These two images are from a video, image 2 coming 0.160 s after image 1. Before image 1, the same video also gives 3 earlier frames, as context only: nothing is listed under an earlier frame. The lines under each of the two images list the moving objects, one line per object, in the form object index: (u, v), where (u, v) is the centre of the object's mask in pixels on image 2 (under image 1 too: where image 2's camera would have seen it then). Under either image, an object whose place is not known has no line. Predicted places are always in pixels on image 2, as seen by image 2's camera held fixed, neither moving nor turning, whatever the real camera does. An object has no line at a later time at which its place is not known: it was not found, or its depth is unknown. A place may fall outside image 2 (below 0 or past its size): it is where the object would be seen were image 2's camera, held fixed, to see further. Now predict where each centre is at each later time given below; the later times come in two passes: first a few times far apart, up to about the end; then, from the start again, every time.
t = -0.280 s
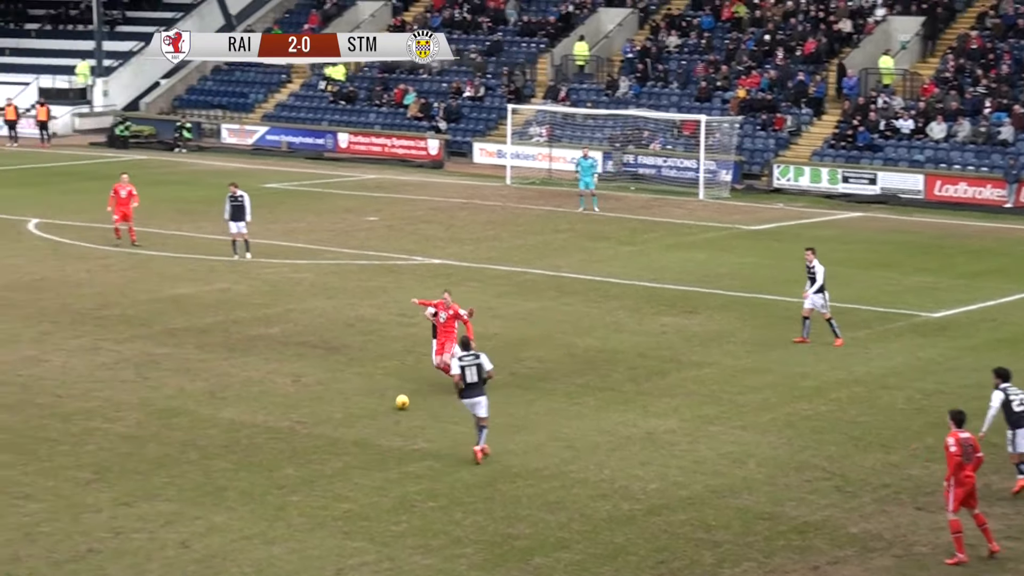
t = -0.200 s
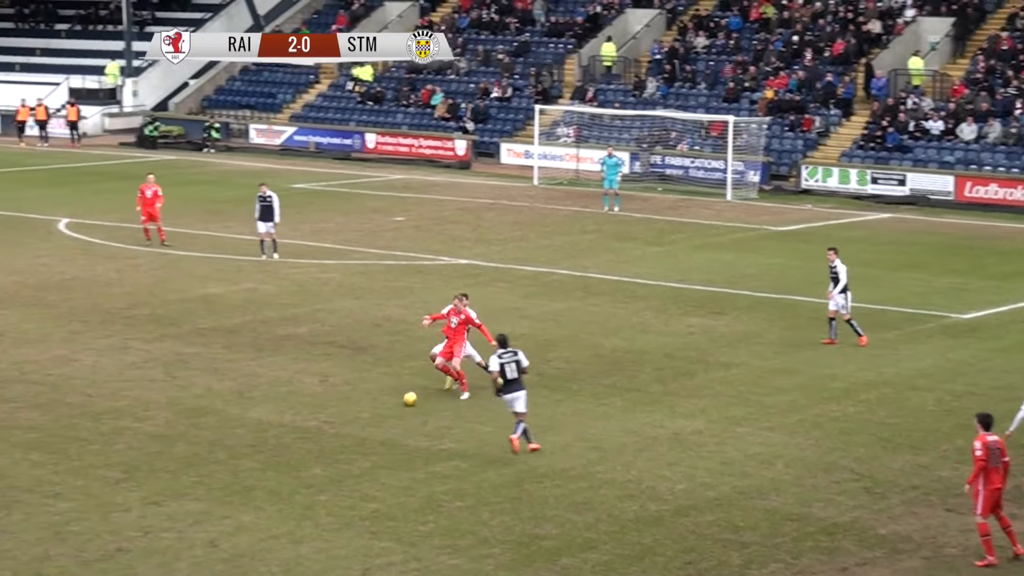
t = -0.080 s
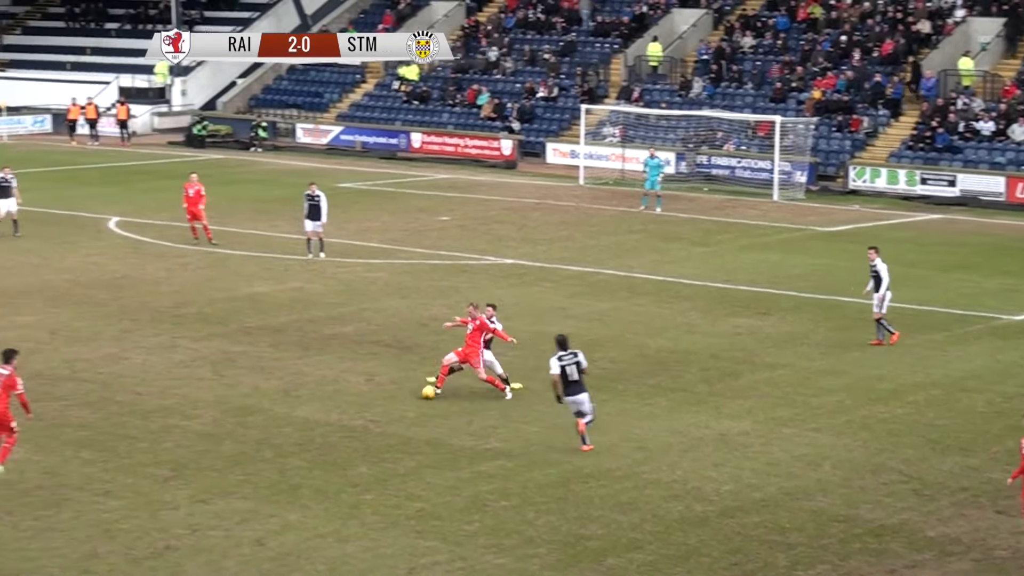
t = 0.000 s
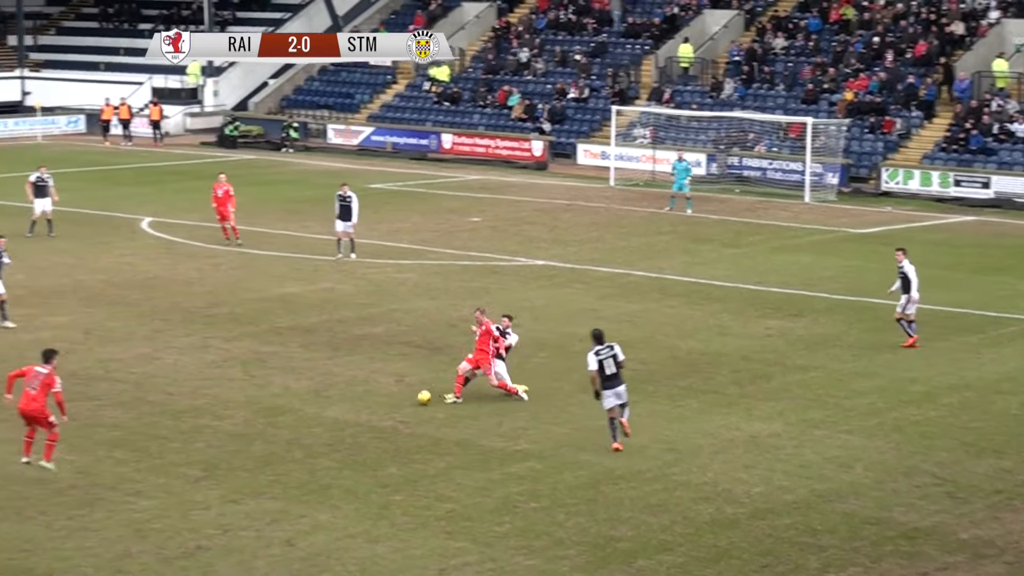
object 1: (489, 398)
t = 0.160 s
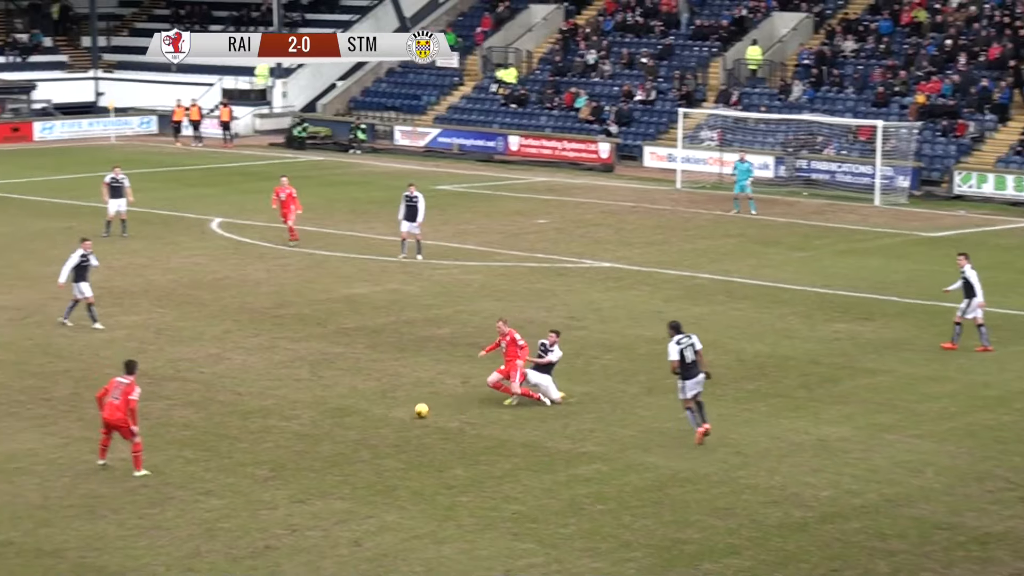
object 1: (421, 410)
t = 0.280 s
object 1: (373, 420)
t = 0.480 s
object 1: (298, 433)
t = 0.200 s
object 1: (404, 414)
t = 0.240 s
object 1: (388, 417)
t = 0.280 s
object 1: (373, 420)
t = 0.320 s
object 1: (357, 423)
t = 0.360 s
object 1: (342, 425)
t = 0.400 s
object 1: (327, 428)
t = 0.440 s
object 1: (313, 430)
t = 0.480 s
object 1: (298, 433)
